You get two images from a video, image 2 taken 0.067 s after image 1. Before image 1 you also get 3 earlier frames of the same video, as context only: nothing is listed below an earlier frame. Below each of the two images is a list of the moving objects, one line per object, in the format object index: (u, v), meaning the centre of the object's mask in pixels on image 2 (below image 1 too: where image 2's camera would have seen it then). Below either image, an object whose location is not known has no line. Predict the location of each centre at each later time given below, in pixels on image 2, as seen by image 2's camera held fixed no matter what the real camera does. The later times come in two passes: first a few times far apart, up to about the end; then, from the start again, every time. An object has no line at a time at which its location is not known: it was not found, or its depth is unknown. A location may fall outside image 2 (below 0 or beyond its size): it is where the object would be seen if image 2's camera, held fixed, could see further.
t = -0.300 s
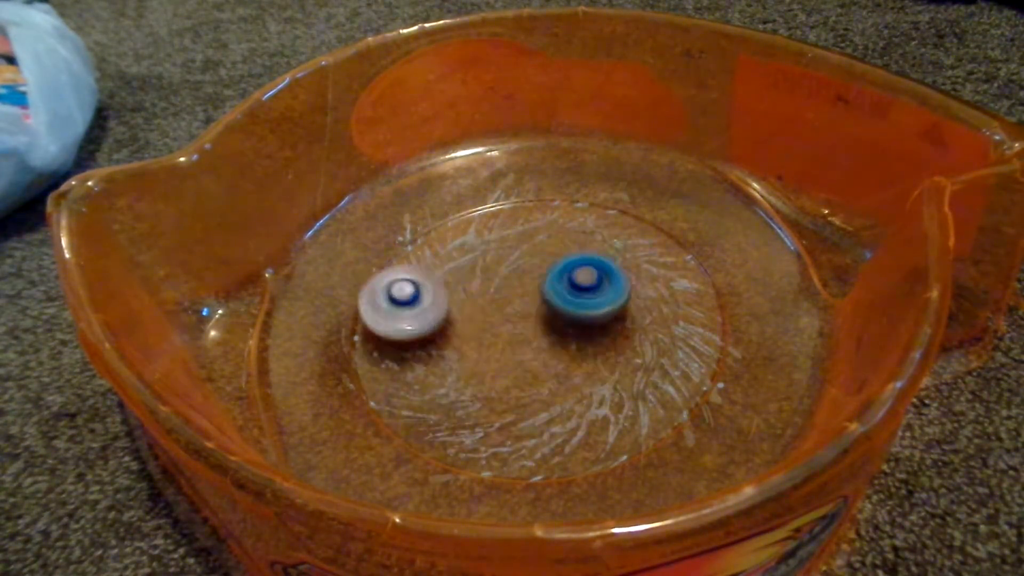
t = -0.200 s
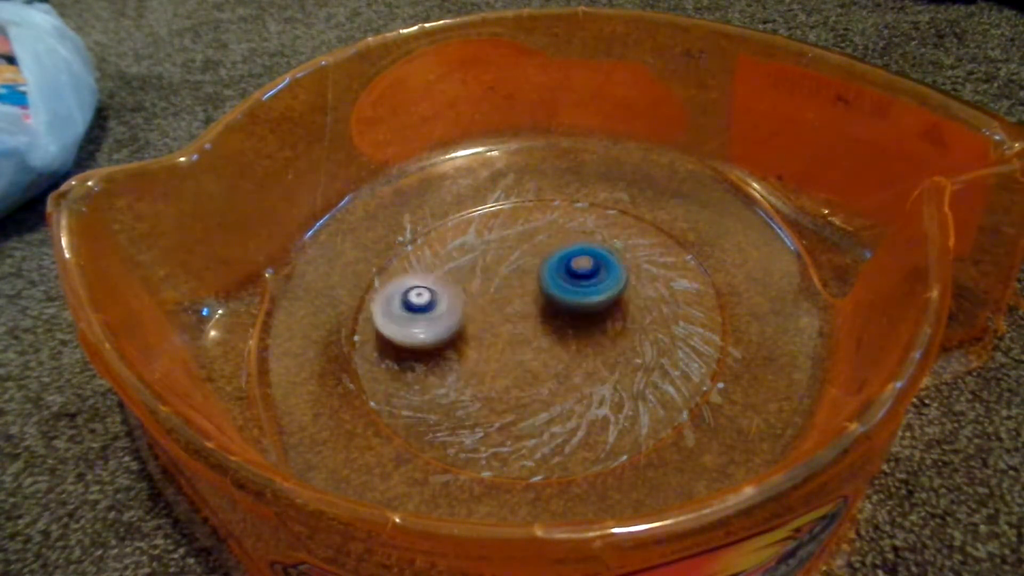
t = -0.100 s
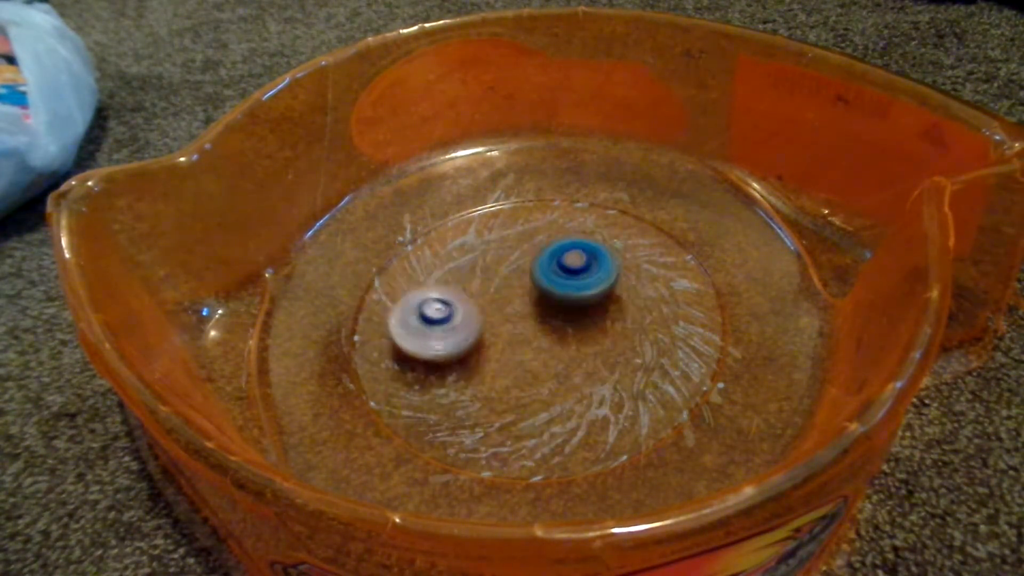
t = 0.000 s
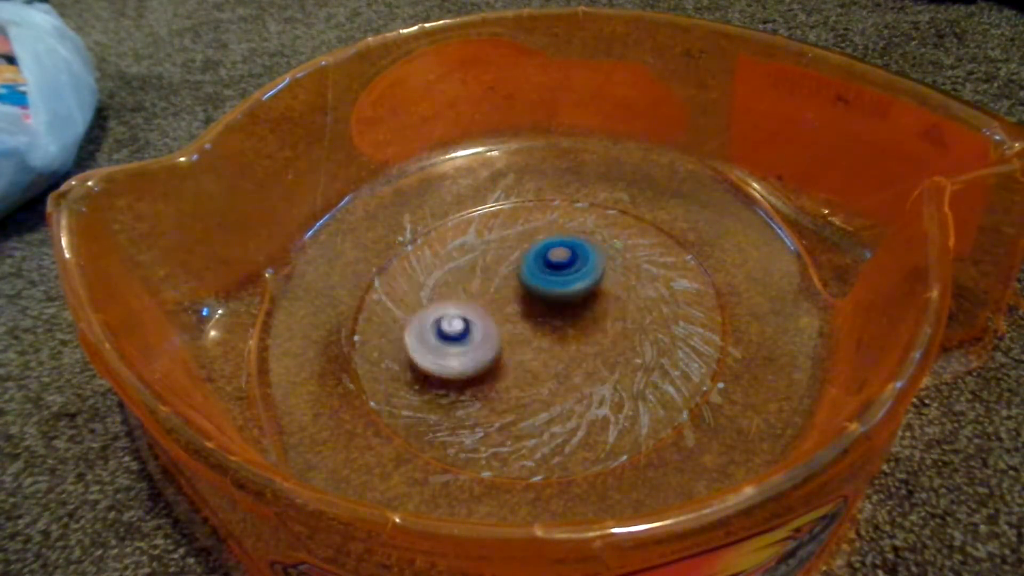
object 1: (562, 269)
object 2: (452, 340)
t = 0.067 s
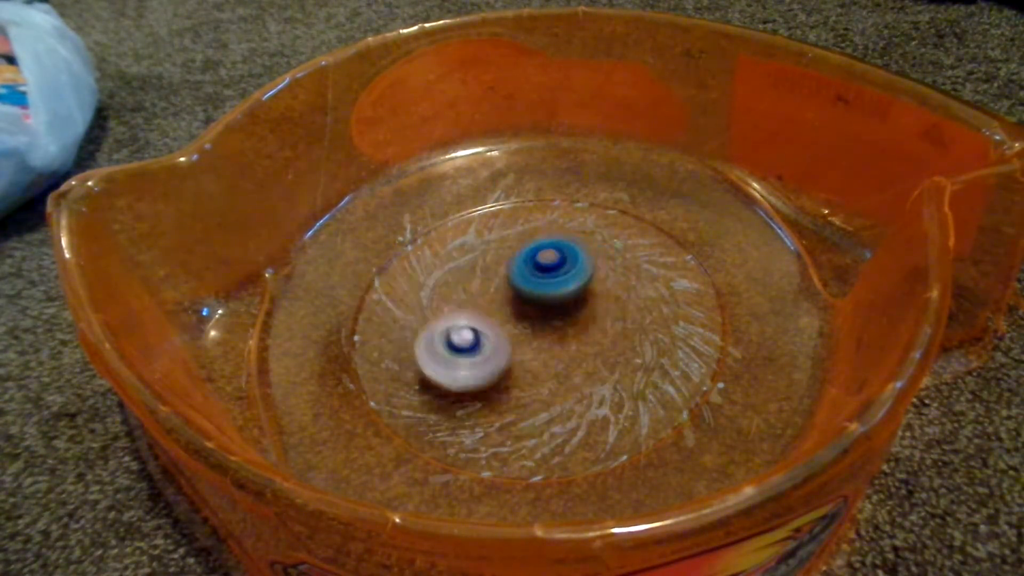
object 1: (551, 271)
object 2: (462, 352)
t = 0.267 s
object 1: (524, 290)
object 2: (486, 385)
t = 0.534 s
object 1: (510, 321)
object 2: (493, 404)
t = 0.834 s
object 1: (502, 238)
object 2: (499, 440)
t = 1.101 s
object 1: (492, 227)
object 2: (553, 395)
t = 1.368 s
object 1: (511, 259)
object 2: (579, 340)
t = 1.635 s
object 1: (468, 251)
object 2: (652, 352)
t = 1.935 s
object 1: (460, 294)
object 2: (592, 322)
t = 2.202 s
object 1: (433, 344)
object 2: (584, 285)
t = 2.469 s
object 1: (428, 377)
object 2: (541, 277)
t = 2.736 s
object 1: (475, 366)
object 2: (504, 294)
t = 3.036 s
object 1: (525, 395)
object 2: (501, 277)
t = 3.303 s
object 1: (559, 388)
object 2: (504, 293)
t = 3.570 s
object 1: (578, 350)
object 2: (488, 316)
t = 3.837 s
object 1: (589, 306)
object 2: (467, 311)
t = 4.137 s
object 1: (588, 275)
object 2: (492, 304)
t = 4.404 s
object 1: (593, 254)
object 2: (493, 331)
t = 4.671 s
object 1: (595, 252)
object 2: (485, 355)
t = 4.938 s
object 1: (564, 274)
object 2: (478, 357)
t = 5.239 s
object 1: (535, 261)
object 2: (475, 374)
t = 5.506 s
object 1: (531, 259)
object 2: (478, 363)
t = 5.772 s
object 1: (532, 255)
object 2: (492, 339)
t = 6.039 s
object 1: (523, 252)
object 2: (485, 321)
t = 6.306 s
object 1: (537, 259)
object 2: (463, 329)
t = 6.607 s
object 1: (537, 256)
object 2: (471, 336)
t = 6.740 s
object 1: (531, 253)
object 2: (482, 328)
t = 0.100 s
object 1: (546, 272)
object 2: (467, 357)
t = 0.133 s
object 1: (541, 275)
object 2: (473, 363)
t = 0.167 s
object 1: (537, 279)
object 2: (478, 368)
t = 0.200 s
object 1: (532, 283)
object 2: (481, 373)
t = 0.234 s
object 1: (528, 285)
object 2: (485, 379)
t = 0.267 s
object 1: (524, 290)
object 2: (486, 385)
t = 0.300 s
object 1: (521, 292)
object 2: (489, 390)
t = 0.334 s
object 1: (518, 297)
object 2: (492, 395)
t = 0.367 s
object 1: (515, 301)
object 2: (493, 398)
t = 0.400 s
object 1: (514, 306)
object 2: (493, 402)
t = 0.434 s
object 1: (512, 308)
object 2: (493, 404)
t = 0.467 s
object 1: (511, 312)
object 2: (494, 406)
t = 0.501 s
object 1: (510, 316)
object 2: (493, 405)
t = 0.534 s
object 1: (510, 321)
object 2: (493, 404)
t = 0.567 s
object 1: (509, 322)
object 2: (492, 405)
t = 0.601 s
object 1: (509, 305)
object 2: (492, 428)
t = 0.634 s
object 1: (509, 284)
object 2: (491, 451)
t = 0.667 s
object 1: (510, 267)
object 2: (494, 459)
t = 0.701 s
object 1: (508, 256)
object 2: (495, 461)
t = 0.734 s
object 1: (506, 250)
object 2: (495, 458)
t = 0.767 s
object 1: (505, 246)
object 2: (493, 452)
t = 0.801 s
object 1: (503, 241)
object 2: (493, 446)
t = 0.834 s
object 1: (502, 238)
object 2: (499, 440)
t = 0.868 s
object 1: (500, 235)
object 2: (505, 435)
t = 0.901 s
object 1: (499, 232)
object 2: (513, 430)
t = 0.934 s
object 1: (497, 229)
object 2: (521, 424)
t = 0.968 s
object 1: (497, 227)
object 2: (527, 419)
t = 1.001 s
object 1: (496, 227)
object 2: (535, 413)
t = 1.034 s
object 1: (495, 226)
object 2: (541, 407)
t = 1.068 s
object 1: (494, 226)
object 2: (547, 402)
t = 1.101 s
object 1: (492, 227)
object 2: (553, 395)
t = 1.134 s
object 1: (492, 229)
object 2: (558, 389)
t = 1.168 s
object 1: (492, 231)
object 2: (563, 383)
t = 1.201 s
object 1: (494, 235)
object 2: (567, 375)
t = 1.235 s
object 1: (496, 240)
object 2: (571, 368)
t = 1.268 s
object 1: (499, 244)
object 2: (574, 361)
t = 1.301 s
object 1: (502, 249)
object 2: (576, 354)
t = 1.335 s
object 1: (505, 253)
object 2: (579, 346)
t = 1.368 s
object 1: (511, 259)
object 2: (579, 340)
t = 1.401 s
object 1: (514, 265)
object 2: (579, 333)
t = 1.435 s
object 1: (519, 271)
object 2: (579, 326)
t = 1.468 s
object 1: (512, 266)
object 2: (598, 335)
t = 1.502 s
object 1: (496, 256)
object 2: (622, 343)
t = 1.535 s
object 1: (485, 250)
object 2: (638, 347)
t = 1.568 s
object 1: (478, 248)
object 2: (649, 354)
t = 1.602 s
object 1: (474, 248)
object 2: (654, 354)
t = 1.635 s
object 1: (468, 251)
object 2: (652, 352)
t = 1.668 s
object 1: (464, 252)
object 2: (648, 350)
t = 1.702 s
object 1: (461, 256)
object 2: (641, 346)
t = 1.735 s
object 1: (457, 260)
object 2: (636, 342)
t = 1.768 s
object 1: (455, 265)
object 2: (629, 339)
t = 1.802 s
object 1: (454, 271)
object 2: (621, 335)
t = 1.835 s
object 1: (454, 276)
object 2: (614, 332)
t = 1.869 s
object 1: (455, 282)
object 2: (607, 328)
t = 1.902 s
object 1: (457, 289)
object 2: (600, 325)
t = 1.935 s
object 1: (460, 294)
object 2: (592, 322)
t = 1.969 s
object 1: (464, 300)
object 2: (583, 318)
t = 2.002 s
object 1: (466, 304)
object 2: (576, 316)
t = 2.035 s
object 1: (471, 310)
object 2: (568, 314)
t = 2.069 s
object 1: (467, 318)
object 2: (569, 309)
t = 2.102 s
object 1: (451, 328)
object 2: (578, 301)
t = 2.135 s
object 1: (441, 334)
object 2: (584, 294)
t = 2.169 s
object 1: (435, 341)
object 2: (586, 289)
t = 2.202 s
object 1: (433, 344)
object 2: (584, 285)
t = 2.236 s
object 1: (432, 350)
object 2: (580, 281)
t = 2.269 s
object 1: (431, 355)
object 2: (575, 279)
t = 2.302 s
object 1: (430, 359)
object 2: (569, 278)
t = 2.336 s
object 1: (428, 365)
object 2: (565, 277)
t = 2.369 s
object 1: (426, 368)
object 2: (558, 276)
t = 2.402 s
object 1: (427, 372)
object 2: (551, 276)
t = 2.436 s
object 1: (427, 376)
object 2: (547, 276)
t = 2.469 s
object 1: (428, 377)
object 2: (541, 277)
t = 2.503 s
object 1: (433, 379)
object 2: (534, 278)
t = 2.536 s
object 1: (435, 380)
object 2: (530, 279)
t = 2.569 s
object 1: (442, 378)
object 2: (523, 281)
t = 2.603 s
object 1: (448, 377)
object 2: (518, 284)
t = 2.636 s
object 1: (454, 374)
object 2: (514, 287)
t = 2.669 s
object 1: (462, 369)
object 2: (509, 289)
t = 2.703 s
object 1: (471, 367)
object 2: (504, 293)
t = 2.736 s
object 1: (475, 366)
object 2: (504, 294)
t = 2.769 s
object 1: (479, 368)
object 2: (504, 291)
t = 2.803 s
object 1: (486, 367)
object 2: (504, 290)
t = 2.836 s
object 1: (489, 367)
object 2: (501, 292)
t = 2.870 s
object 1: (496, 369)
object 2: (501, 292)
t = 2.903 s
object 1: (502, 379)
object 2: (500, 283)
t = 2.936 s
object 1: (506, 386)
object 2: (500, 277)
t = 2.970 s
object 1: (513, 390)
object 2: (501, 276)
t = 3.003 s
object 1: (520, 393)
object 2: (501, 276)
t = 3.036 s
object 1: (525, 395)
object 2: (501, 277)
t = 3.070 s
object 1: (530, 395)
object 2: (502, 278)
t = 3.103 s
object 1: (537, 397)
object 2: (503, 279)
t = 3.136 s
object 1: (540, 397)
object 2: (504, 280)
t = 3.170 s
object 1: (545, 396)
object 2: (504, 282)
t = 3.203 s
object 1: (550, 396)
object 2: (505, 285)
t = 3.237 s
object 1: (552, 395)
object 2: (505, 287)
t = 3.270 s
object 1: (555, 391)
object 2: (504, 291)
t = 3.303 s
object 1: (559, 388)
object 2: (504, 293)
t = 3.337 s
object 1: (560, 386)
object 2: (504, 297)
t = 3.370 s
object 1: (563, 382)
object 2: (504, 301)
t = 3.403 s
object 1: (566, 375)
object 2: (503, 303)
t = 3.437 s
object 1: (568, 370)
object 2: (502, 307)
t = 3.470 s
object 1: (569, 364)
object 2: (499, 311)
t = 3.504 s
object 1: (571, 356)
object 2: (496, 313)
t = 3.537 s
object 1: (576, 354)
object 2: (492, 314)
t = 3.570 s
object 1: (578, 350)
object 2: (488, 316)
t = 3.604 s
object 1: (581, 344)
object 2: (483, 317)
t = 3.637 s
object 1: (585, 338)
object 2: (479, 317)
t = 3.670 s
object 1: (586, 333)
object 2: (475, 316)
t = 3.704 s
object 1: (587, 327)
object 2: (473, 316)
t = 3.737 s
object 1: (588, 321)
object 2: (472, 315)
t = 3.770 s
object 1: (590, 317)
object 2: (469, 314)
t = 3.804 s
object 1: (589, 312)
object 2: (468, 312)
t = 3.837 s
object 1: (589, 306)
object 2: (467, 311)
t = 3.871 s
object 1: (590, 301)
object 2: (466, 309)
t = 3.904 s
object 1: (590, 299)
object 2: (468, 308)
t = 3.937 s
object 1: (588, 293)
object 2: (469, 307)
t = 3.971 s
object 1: (589, 289)
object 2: (471, 305)
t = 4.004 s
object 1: (590, 286)
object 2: (476, 305)
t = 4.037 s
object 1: (589, 284)
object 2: (480, 305)
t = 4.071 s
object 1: (588, 279)
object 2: (484, 304)
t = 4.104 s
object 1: (588, 276)
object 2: (488, 304)
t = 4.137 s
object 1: (588, 275)
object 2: (492, 304)
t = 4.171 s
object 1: (585, 272)
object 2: (496, 306)
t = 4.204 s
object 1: (584, 268)
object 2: (499, 306)
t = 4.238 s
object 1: (584, 267)
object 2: (501, 307)
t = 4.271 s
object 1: (583, 267)
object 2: (505, 308)
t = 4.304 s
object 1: (584, 264)
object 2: (502, 313)
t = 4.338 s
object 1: (589, 257)
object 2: (496, 322)
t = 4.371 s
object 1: (593, 254)
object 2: (494, 327)
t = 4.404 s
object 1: (593, 254)
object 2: (493, 331)
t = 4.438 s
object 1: (593, 249)
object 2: (492, 335)
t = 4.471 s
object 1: (595, 247)
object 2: (491, 338)
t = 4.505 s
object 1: (597, 246)
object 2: (489, 340)
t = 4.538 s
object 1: (597, 247)
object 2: (489, 344)
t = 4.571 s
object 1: (596, 247)
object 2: (488, 346)
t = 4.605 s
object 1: (596, 248)
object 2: (488, 348)
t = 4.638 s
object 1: (596, 249)
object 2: (487, 352)
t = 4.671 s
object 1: (595, 252)
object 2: (485, 355)
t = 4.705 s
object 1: (593, 252)
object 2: (483, 357)
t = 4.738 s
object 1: (590, 252)
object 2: (481, 359)
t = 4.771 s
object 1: (589, 256)
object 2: (480, 360)
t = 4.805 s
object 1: (585, 261)
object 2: (479, 360)
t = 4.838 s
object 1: (579, 264)
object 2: (478, 359)
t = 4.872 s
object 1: (574, 266)
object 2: (477, 359)
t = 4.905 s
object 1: (571, 269)
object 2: (477, 358)
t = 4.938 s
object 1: (564, 274)
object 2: (478, 357)
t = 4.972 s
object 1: (555, 276)
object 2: (478, 355)
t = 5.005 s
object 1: (548, 277)
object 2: (481, 353)
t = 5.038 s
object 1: (546, 279)
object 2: (484, 351)
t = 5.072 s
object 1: (542, 283)
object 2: (487, 349)
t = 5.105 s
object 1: (536, 283)
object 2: (489, 349)
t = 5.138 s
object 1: (537, 274)
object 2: (482, 362)
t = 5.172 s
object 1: (538, 266)
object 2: (479, 368)
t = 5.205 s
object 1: (537, 262)
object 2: (477, 371)
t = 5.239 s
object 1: (535, 261)
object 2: (475, 374)
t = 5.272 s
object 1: (534, 259)
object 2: (474, 375)
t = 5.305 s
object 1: (534, 257)
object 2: (473, 375)
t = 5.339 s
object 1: (533, 255)
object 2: (472, 375)
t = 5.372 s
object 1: (535, 252)
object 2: (472, 374)
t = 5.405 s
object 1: (537, 253)
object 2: (472, 372)
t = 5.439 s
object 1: (537, 256)
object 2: (473, 369)
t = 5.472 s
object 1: (535, 258)
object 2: (476, 365)
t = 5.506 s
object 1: (531, 259)
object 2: (478, 363)
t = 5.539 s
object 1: (530, 257)
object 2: (481, 360)
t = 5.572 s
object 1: (531, 254)
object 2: (484, 357)
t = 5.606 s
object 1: (531, 255)
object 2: (486, 353)
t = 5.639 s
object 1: (532, 255)
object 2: (486, 353)
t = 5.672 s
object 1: (532, 255)
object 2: (489, 351)
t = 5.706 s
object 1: (532, 255)
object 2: (491, 347)
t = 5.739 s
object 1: (533, 254)
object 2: (492, 341)
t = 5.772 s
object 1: (532, 255)
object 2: (492, 339)
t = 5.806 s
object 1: (530, 258)
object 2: (492, 338)
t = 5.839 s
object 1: (527, 260)
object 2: (493, 336)
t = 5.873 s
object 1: (523, 259)
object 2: (493, 332)
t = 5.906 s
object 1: (519, 258)
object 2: (492, 329)
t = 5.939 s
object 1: (517, 255)
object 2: (489, 327)
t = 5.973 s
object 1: (518, 254)
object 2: (489, 326)
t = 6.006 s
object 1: (521, 254)
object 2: (489, 324)
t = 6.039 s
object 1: (523, 252)
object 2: (485, 321)
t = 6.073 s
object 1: (527, 253)
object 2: (480, 319)
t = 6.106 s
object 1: (529, 254)
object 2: (479, 320)
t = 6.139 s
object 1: (531, 258)
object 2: (477, 319)
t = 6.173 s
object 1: (531, 259)
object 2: (473, 318)
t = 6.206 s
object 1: (531, 259)
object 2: (468, 323)
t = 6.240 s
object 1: (533, 258)
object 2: (465, 326)
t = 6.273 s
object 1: (535, 259)
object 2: (463, 329)
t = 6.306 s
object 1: (537, 259)
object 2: (463, 329)
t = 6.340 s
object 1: (537, 258)
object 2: (463, 330)
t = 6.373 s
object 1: (538, 257)
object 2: (462, 330)
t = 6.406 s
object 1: (538, 256)
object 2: (461, 331)
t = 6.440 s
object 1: (539, 256)
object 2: (462, 335)
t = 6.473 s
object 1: (539, 256)
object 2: (464, 337)
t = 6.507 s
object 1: (539, 256)
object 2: (467, 336)
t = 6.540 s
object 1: (539, 256)
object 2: (468, 335)
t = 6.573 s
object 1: (538, 256)
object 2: (468, 335)
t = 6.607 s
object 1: (537, 256)
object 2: (471, 336)
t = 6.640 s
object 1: (535, 255)
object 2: (473, 335)
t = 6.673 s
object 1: (533, 255)
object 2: (477, 333)
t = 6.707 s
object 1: (532, 254)
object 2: (478, 330)
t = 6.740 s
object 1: (531, 253)
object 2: (482, 328)
